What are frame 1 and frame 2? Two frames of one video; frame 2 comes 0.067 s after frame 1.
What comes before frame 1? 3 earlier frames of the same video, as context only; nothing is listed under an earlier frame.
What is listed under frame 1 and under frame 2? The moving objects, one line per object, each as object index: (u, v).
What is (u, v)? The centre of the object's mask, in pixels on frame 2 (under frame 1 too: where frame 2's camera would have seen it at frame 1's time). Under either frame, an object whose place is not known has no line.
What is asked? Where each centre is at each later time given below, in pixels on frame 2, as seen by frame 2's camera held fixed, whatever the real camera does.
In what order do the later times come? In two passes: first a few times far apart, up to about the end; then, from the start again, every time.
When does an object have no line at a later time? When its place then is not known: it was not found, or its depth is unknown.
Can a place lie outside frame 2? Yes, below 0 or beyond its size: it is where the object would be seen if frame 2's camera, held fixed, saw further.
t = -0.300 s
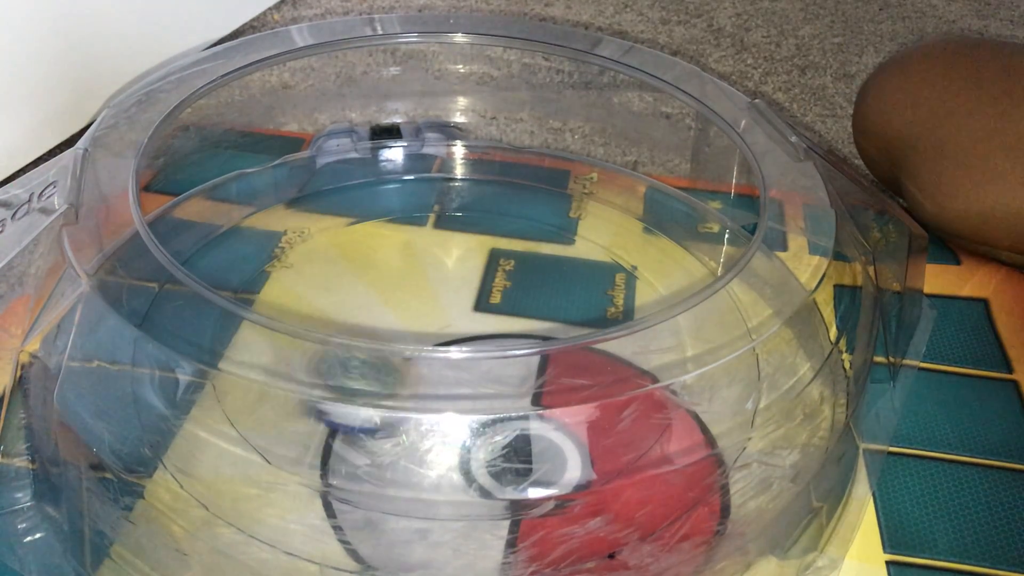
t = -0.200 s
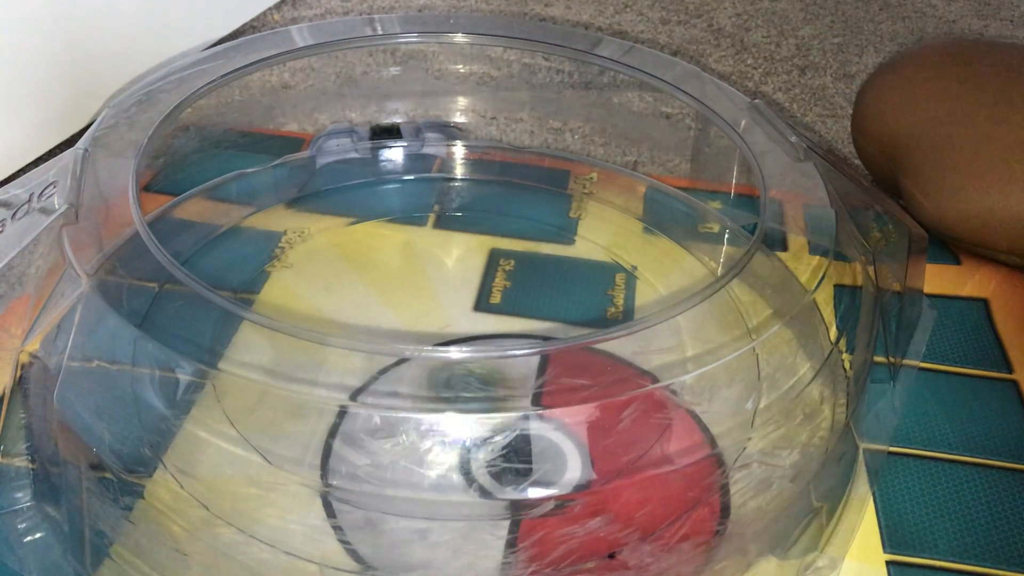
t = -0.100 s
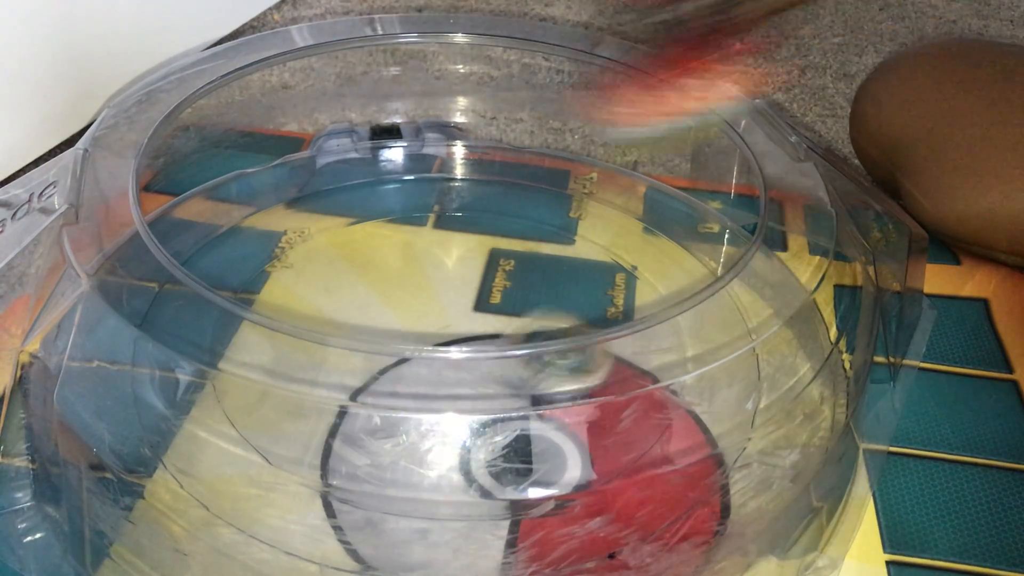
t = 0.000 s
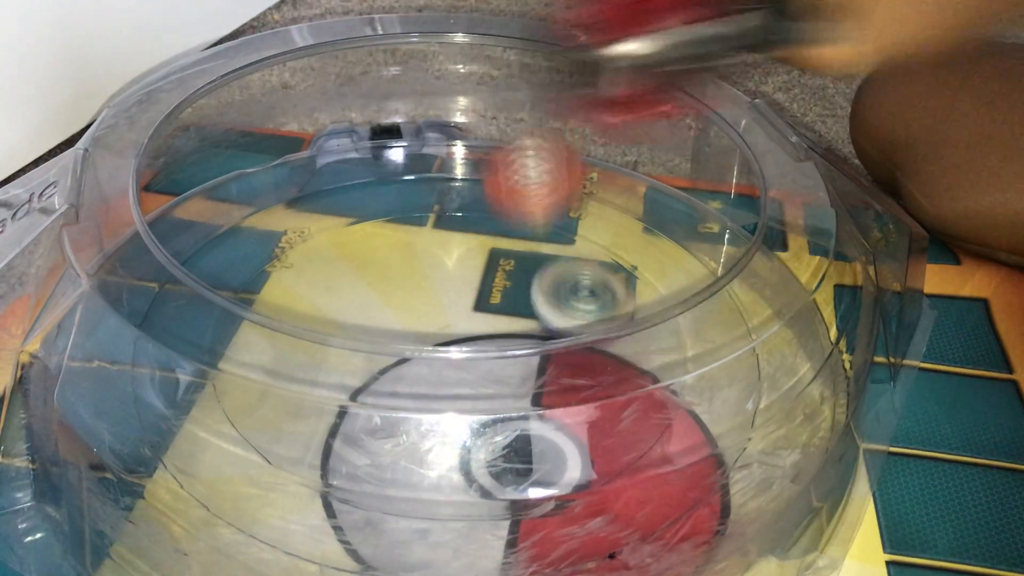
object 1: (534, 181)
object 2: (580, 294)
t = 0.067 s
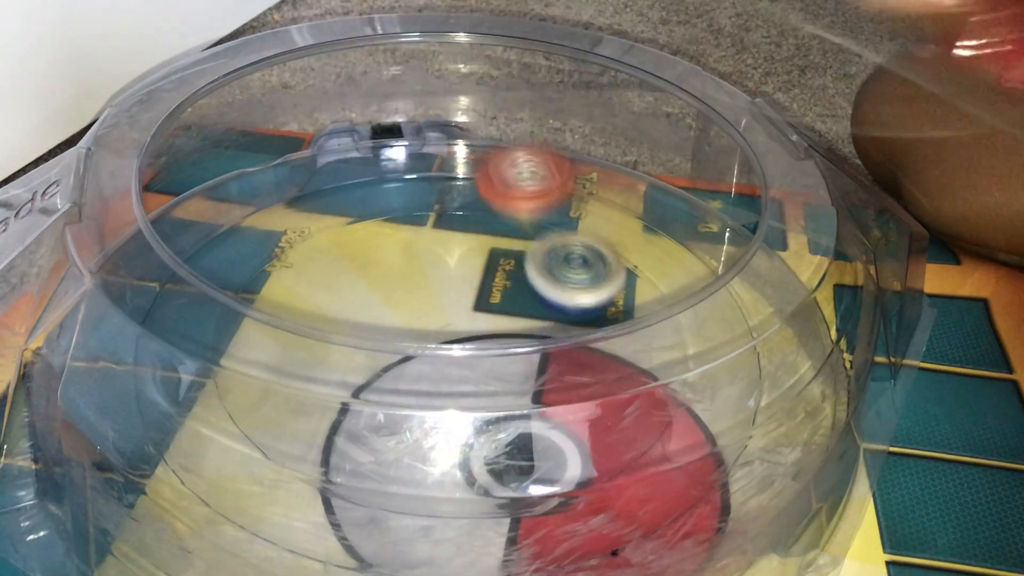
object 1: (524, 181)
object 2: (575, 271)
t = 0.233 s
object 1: (452, 159)
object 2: (499, 253)
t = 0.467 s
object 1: (370, 158)
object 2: (380, 375)
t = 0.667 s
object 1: (322, 165)
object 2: (503, 384)
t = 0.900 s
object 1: (276, 174)
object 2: (538, 291)
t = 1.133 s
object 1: (247, 201)
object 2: (377, 286)
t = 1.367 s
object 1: (240, 242)
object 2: (397, 396)
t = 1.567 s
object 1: (322, 353)
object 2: (565, 377)
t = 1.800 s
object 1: (574, 383)
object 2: (517, 267)
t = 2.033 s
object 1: (610, 278)
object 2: (361, 296)
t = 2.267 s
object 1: (473, 244)
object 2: (443, 381)
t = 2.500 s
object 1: (354, 336)
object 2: (542, 310)
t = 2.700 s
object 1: (476, 406)
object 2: (449, 289)
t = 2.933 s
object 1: (589, 347)
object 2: (403, 352)
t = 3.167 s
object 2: (506, 358)
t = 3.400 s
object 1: (343, 303)
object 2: (469, 305)
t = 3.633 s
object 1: (405, 395)
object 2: (400, 320)
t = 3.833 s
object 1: (545, 412)
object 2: (471, 345)
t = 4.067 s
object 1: (621, 350)
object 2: (490, 302)
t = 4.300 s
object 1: (532, 288)
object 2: (403, 309)
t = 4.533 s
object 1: (373, 290)
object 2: (459, 380)
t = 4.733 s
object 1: (320, 342)
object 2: (516, 331)
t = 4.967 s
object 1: (402, 388)
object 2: (446, 306)
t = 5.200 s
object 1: (539, 353)
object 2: (406, 344)
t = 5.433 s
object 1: (531, 269)
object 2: (492, 355)
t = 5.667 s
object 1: (445, 223)
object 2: (434, 309)
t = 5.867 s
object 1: (392, 245)
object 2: (393, 349)
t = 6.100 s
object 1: (376, 303)
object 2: (537, 373)
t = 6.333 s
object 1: (430, 338)
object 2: (564, 295)
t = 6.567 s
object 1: (484, 341)
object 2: (457, 269)
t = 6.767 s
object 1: (507, 320)
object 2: (389, 311)
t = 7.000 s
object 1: (506, 308)
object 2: (429, 383)
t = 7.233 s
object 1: (451, 305)
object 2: (526, 375)
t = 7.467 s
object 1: (361, 293)
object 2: (520, 314)
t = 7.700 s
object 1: (300, 318)
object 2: (445, 318)
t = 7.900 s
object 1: (313, 350)
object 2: (436, 369)
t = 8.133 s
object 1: (389, 360)
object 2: (521, 328)
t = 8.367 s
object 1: (450, 342)
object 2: (480, 271)
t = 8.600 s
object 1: (485, 317)
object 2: (406, 271)
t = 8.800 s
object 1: (531, 311)
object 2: (386, 322)
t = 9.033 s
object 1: (574, 306)
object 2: (471, 366)
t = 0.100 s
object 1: (512, 160)
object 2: (566, 260)
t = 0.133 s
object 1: (497, 157)
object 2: (553, 250)
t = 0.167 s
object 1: (482, 171)
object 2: (538, 241)
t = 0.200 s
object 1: (468, 164)
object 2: (520, 244)
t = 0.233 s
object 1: (452, 159)
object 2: (499, 253)
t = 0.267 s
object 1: (439, 146)
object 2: (475, 282)
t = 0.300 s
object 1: (427, 139)
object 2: (453, 297)
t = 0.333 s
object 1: (415, 134)
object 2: (430, 310)
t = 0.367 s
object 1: (403, 138)
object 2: (407, 330)
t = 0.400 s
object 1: (392, 146)
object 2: (392, 341)
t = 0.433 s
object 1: (381, 154)
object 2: (382, 360)
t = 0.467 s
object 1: (370, 158)
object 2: (380, 375)
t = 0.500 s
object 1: (361, 162)
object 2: (391, 372)
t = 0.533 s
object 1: (353, 164)
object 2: (406, 377)
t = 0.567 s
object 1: (345, 165)
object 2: (423, 383)
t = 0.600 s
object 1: (337, 166)
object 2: (447, 385)
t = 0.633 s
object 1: (330, 165)
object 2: (473, 386)
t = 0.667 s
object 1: (322, 165)
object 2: (503, 384)
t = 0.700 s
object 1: (315, 166)
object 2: (528, 375)
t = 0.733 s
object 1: (309, 167)
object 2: (550, 369)
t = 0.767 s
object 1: (302, 168)
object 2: (560, 354)
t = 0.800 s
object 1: (295, 167)
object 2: (559, 335)
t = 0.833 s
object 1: (289, 168)
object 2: (555, 311)
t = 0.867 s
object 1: (282, 172)
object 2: (551, 302)
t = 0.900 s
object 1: (276, 174)
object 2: (538, 291)
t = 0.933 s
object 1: (270, 177)
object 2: (522, 282)
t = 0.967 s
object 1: (265, 180)
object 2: (502, 275)
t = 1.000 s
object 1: (262, 184)
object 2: (476, 270)
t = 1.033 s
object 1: (257, 188)
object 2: (450, 270)
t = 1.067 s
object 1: (253, 193)
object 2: (421, 273)
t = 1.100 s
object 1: (249, 198)
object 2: (398, 277)
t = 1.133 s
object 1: (247, 201)
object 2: (377, 286)
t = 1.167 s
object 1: (245, 207)
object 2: (359, 296)
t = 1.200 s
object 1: (242, 211)
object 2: (350, 304)
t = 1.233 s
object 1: (241, 216)
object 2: (341, 331)
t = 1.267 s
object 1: (240, 222)
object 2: (344, 348)
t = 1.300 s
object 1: (240, 227)
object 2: (352, 364)
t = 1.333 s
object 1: (239, 233)
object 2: (368, 385)
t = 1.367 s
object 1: (240, 242)
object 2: (397, 396)
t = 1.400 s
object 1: (245, 254)
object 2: (421, 401)
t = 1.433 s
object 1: (255, 267)
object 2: (455, 406)
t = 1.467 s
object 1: (271, 282)
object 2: (483, 406)
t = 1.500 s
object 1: (279, 310)
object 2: (518, 399)
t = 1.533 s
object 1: (296, 332)
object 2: (546, 387)
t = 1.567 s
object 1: (322, 353)
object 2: (565, 377)
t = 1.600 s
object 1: (349, 377)
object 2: (572, 353)
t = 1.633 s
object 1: (383, 389)
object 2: (575, 332)
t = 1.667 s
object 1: (422, 398)
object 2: (570, 308)
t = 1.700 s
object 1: (465, 400)
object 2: (565, 299)
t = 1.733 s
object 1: (498, 397)
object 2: (555, 288)
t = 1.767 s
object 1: (548, 390)
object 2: (536, 277)
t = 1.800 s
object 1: (574, 383)
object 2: (517, 267)
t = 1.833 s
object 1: (594, 377)
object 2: (492, 263)
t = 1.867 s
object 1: (609, 357)
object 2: (466, 259)
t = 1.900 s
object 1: (622, 337)
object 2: (441, 262)
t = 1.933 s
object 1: (626, 319)
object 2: (414, 266)
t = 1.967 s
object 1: (620, 296)
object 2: (392, 276)
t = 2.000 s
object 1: (618, 287)
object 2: (374, 285)
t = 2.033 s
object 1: (610, 278)
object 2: (361, 296)
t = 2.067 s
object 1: (596, 267)
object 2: (353, 302)
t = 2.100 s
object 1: (580, 258)
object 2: (348, 331)
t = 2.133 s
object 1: (562, 251)
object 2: (356, 349)
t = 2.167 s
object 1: (540, 246)
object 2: (365, 360)
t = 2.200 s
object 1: (519, 242)
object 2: (391, 371)
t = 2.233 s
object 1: (497, 241)
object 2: (413, 378)
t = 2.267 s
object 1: (473, 244)
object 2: (443, 381)
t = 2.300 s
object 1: (447, 249)
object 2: (472, 383)
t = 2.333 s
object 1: (423, 258)
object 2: (503, 377)
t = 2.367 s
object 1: (401, 269)
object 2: (526, 373)
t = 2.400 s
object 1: (380, 285)
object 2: (542, 371)
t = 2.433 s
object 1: (365, 300)
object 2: (545, 351)
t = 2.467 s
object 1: (359, 311)
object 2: (543, 318)
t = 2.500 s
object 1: (354, 336)
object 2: (542, 310)
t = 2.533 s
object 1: (360, 357)
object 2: (535, 303)
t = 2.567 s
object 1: (373, 378)
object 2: (524, 295)
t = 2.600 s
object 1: (395, 390)
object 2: (507, 289)
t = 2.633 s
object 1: (418, 397)
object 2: (490, 287)
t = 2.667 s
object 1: (448, 403)
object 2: (470, 286)
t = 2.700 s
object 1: (476, 406)
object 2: (449, 289)
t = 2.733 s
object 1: (507, 403)
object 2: (430, 293)
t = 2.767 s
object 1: (531, 400)
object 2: (415, 298)
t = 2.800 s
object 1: (554, 390)
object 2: (403, 305)
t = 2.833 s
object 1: (566, 383)
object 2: (394, 314)
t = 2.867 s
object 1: (579, 375)
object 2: (392, 328)
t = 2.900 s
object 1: (587, 368)
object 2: (396, 339)
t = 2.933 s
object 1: (589, 347)
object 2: (403, 352)
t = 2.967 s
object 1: (587, 333)
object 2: (414, 359)
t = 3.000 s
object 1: (580, 320)
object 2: (430, 369)
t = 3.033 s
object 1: (570, 305)
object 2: (448, 369)
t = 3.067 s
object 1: (559, 298)
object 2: (468, 376)
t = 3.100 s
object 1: (540, 290)
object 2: (484, 377)
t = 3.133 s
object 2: (497, 367)
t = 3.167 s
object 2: (506, 358)
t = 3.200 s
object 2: (508, 344)
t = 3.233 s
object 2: (510, 335)
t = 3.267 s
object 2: (509, 325)
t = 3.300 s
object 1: (390, 276)
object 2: (505, 318)
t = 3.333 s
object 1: (369, 285)
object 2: (496, 310)
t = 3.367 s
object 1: (352, 294)
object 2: (483, 307)
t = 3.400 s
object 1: (343, 303)
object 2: (469, 305)
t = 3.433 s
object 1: (335, 321)
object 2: (452, 304)
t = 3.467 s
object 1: (335, 337)
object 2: (436, 303)
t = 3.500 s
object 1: (342, 352)
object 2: (425, 306)
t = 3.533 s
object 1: (355, 363)
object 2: (417, 308)
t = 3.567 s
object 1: (370, 378)
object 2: (407, 311)
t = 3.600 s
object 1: (387, 388)
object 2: (398, 316)
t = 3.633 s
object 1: (405, 395)
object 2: (400, 320)
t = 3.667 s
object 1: (427, 402)
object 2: (396, 336)
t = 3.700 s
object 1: (450, 405)
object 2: (397, 354)
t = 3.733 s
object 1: (473, 409)
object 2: (412, 356)
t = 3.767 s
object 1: (501, 415)
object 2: (438, 357)
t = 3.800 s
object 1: (526, 417)
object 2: (454, 345)
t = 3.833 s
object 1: (545, 412)
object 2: (471, 345)
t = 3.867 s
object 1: (568, 407)
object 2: (484, 341)
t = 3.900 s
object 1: (586, 398)
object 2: (496, 344)
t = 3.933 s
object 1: (600, 393)
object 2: (502, 322)
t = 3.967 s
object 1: (610, 385)
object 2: (506, 317)
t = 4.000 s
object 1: (615, 377)
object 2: (504, 313)
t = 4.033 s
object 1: (621, 366)
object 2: (500, 308)
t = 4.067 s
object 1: (621, 350)
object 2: (490, 302)
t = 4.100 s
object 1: (617, 340)
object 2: (479, 298)
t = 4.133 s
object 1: (608, 327)
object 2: (464, 297)
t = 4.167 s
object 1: (598, 318)
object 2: (451, 296)
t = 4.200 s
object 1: (582, 303)
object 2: (436, 295)
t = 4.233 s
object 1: (570, 298)
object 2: (422, 297)
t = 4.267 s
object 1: (553, 293)
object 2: (412, 302)
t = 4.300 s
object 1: (532, 288)
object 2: (403, 309)
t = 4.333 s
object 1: (510, 283)
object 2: (396, 323)
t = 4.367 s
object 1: (487, 280)
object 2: (400, 334)
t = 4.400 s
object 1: (463, 278)
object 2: (404, 347)
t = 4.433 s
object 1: (438, 278)
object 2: (412, 363)
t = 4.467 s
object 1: (414, 279)
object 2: (425, 377)
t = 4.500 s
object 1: (392, 285)
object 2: (440, 379)
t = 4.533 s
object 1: (373, 290)
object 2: (459, 380)
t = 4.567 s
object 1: (357, 296)
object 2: (476, 379)
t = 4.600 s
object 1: (343, 302)
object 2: (496, 377)
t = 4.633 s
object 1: (335, 306)
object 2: (502, 365)
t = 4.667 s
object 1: (325, 321)
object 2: (512, 354)
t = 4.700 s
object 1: (319, 331)
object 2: (515, 342)
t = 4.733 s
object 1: (320, 342)
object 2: (516, 331)
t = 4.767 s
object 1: (324, 353)
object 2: (515, 316)
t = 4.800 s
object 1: (331, 361)
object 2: (511, 314)
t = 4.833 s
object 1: (339, 369)
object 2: (502, 310)
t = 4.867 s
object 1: (351, 380)
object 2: (490, 308)
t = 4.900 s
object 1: (365, 384)
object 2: (475, 305)
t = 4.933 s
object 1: (383, 387)
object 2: (462, 304)
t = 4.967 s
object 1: (402, 388)
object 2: (446, 306)
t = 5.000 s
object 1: (422, 386)
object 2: (432, 307)
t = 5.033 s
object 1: (444, 384)
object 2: (421, 307)
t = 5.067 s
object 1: (466, 383)
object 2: (412, 312)
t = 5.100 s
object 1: (488, 381)
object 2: (407, 316)
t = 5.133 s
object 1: (508, 380)
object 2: (402, 331)
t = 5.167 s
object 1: (526, 362)
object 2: (402, 338)
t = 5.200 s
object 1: (539, 353)
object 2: (406, 344)
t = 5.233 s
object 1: (548, 338)
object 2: (412, 354)
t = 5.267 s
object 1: (552, 325)
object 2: (423, 363)
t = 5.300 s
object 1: (552, 309)
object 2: (441, 370)
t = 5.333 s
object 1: (551, 302)
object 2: (465, 376)
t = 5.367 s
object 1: (545, 292)
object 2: (477, 368)
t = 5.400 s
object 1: (537, 283)
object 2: (488, 357)
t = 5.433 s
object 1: (531, 269)
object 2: (492, 355)
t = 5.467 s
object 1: (521, 257)
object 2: (493, 342)
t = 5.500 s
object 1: (510, 249)
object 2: (491, 334)
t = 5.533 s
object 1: (497, 243)
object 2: (486, 320)
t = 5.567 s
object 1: (483, 237)
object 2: (477, 315)
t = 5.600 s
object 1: (471, 230)
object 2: (465, 314)
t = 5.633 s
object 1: (458, 225)
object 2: (449, 311)
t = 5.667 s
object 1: (445, 223)
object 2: (434, 309)
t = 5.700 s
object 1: (434, 223)
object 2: (421, 310)
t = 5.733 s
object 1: (422, 223)
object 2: (409, 310)
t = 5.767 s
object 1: (413, 226)
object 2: (398, 313)
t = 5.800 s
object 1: (404, 230)
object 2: (392, 331)
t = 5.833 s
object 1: (397, 237)
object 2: (390, 340)
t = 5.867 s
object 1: (392, 245)
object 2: (393, 349)
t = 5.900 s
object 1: (388, 254)
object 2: (405, 361)
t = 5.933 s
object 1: (384, 266)
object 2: (421, 376)
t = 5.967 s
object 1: (384, 279)
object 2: (438, 378)
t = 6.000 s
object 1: (384, 293)
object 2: (455, 379)
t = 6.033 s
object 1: (387, 303)
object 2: (479, 378)
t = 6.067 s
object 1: (379, 302)
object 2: (512, 376)
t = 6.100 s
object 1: (376, 303)
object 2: (537, 373)
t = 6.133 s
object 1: (379, 306)
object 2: (552, 359)
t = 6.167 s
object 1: (384, 311)
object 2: (563, 348)
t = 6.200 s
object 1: (391, 315)
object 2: (568, 336)
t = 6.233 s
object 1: (398, 326)
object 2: (572, 324)
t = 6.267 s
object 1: (408, 332)
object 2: (571, 308)
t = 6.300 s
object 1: (419, 336)
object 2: (570, 302)
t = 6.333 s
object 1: (430, 338)
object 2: (564, 295)
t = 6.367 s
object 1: (441, 339)
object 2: (554, 289)
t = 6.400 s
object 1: (453, 339)
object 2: (539, 283)
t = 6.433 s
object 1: (464, 338)
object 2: (526, 279)
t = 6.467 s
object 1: (473, 337)
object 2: (507, 274)
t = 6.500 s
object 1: (476, 340)
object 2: (492, 270)
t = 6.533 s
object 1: (479, 341)
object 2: (475, 269)
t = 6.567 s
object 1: (484, 341)
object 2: (457, 269)
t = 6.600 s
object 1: (489, 340)
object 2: (441, 274)
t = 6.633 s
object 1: (495, 338)
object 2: (427, 282)
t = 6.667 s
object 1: (499, 336)
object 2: (411, 289)
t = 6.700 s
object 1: (503, 334)
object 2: (400, 296)
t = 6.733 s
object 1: (506, 331)
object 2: (391, 305)
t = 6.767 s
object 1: (507, 320)
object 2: (389, 311)
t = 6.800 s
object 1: (507, 319)
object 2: (384, 332)
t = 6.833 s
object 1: (507, 318)
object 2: (384, 343)
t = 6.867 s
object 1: (506, 317)
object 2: (389, 352)
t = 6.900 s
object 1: (504, 316)
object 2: (402, 364)
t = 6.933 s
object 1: (502, 315)
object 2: (408, 376)
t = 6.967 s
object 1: (505, 311)
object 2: (417, 379)
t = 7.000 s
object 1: (506, 308)
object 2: (429, 383)
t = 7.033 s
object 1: (502, 306)
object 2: (440, 381)
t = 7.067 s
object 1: (495, 303)
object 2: (457, 384)
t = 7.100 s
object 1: (486, 300)
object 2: (476, 383)
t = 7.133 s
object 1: (477, 299)
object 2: (491, 384)
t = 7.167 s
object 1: (468, 300)
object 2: (512, 380)
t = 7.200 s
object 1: (459, 302)
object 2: (516, 380)
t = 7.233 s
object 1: (451, 305)
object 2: (526, 375)
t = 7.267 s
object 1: (441, 305)
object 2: (531, 365)
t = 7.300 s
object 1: (420, 294)
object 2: (543, 363)
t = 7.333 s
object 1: (404, 288)
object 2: (546, 355)
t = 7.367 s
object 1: (391, 287)
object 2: (544, 340)
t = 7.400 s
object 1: (379, 288)
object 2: (539, 334)
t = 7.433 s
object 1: (369, 290)
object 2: (531, 318)
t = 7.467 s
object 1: (361, 293)
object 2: (520, 314)
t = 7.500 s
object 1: (355, 296)
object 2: (507, 315)
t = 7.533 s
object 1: (351, 299)
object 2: (489, 314)
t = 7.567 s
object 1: (349, 303)
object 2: (472, 313)
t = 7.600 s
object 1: (347, 304)
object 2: (455, 313)
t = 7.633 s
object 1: (328, 304)
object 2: (453, 315)
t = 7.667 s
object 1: (310, 313)
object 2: (451, 317)
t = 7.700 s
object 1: (300, 318)
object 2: (445, 318)
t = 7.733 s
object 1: (296, 321)
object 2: (437, 319)
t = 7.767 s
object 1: (293, 332)
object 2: (429, 334)
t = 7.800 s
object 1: (295, 335)
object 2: (425, 341)
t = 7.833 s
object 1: (297, 339)
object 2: (426, 352)
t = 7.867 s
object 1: (304, 343)
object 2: (427, 360)
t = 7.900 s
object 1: (313, 350)
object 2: (436, 369)
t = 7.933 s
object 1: (323, 355)
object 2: (446, 377)
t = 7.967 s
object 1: (335, 359)
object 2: (462, 379)
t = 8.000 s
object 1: (350, 360)
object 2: (476, 377)
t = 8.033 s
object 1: (366, 362)
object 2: (487, 365)
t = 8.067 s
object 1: (376, 361)
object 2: (499, 358)
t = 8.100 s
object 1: (379, 360)
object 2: (513, 340)
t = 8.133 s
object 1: (389, 360)
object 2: (521, 328)
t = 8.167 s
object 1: (399, 360)
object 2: (522, 313)
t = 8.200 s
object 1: (412, 358)
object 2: (520, 308)
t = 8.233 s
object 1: (425, 355)
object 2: (514, 302)
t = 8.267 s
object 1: (437, 344)
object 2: (505, 296)
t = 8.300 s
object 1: (445, 345)
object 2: (496, 287)
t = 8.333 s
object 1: (447, 344)
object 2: (488, 279)
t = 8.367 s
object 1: (450, 342)
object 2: (480, 271)
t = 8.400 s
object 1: (455, 339)
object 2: (470, 264)
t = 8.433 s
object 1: (461, 334)
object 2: (459, 260)
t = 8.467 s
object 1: (466, 329)
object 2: (449, 260)
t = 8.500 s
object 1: (470, 320)
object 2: (437, 260)
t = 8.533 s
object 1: (474, 317)
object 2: (425, 263)
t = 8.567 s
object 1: (480, 318)
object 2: (415, 266)
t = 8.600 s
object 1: (485, 317)
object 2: (406, 271)
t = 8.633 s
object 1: (489, 317)
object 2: (399, 277)
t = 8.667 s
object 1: (493, 315)
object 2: (395, 285)
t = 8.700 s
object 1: (497, 314)
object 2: (393, 295)
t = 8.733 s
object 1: (501, 313)
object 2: (393, 304)
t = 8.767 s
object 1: (518, 312)
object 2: (388, 308)
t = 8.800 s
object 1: (531, 311)
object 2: (386, 322)
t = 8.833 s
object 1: (541, 310)
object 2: (392, 330)
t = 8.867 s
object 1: (549, 309)
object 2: (401, 340)
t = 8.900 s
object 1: (555, 308)
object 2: (412, 347)
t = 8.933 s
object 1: (561, 307)
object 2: (424, 354)
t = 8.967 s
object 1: (566, 307)
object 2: (439, 367)
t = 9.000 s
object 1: (570, 306)
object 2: (452, 363)
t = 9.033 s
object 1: (574, 306)
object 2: (471, 366)
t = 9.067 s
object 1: (581, 305)
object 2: (478, 364)
